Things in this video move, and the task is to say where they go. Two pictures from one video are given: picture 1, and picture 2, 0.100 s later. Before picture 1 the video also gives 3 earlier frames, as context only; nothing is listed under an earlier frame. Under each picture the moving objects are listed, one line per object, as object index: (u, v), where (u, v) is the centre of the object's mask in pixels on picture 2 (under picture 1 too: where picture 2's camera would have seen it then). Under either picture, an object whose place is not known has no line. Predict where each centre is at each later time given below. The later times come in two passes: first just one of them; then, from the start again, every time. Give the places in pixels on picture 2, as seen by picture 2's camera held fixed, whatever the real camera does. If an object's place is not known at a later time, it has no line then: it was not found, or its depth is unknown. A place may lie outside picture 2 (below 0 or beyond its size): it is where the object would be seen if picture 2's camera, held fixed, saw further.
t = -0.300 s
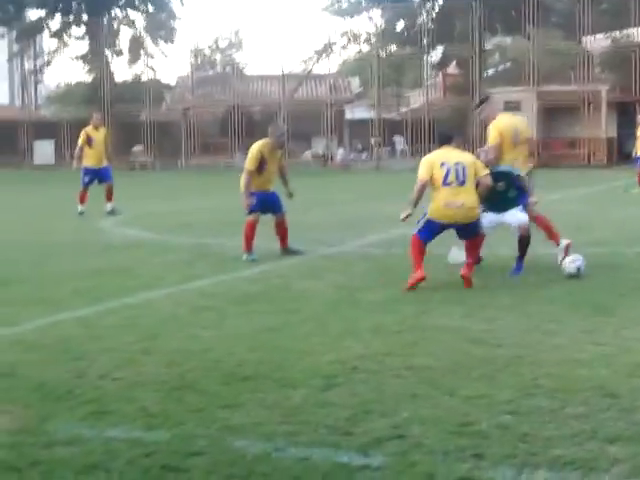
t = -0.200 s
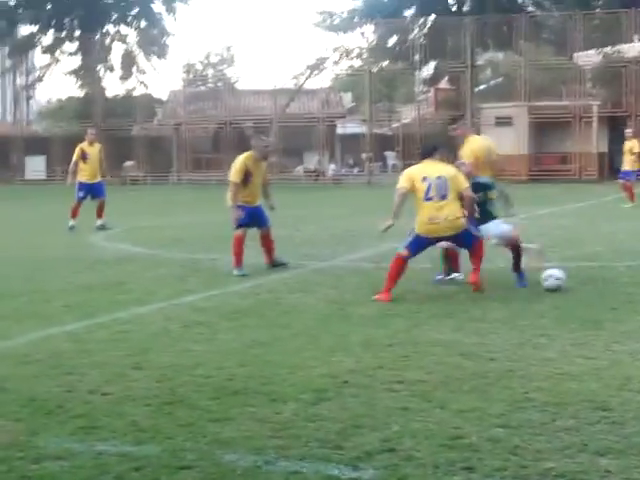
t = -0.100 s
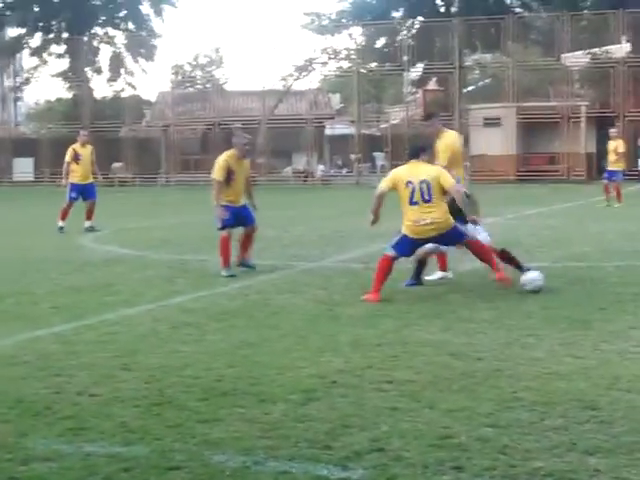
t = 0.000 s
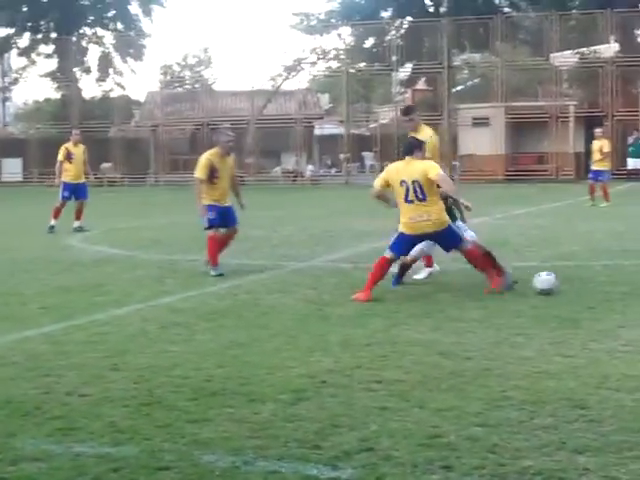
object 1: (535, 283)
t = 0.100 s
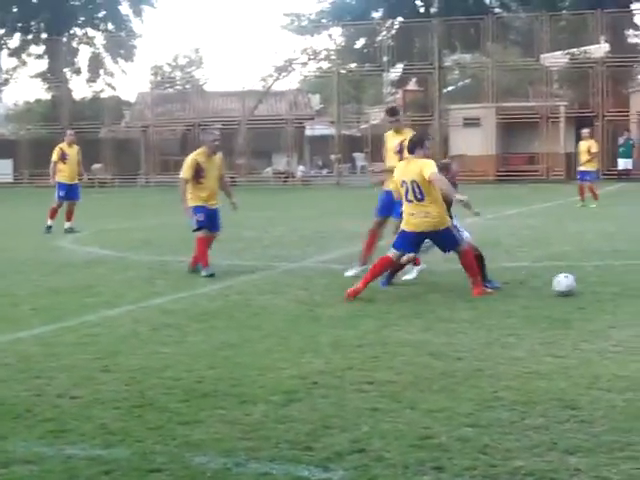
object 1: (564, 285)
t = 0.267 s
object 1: (606, 285)
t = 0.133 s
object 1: (572, 284)
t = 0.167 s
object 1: (581, 284)
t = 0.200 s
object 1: (589, 284)
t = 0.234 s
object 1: (598, 284)
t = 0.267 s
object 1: (606, 285)
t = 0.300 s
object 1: (614, 285)
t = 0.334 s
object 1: (622, 285)
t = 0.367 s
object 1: (629, 284)
